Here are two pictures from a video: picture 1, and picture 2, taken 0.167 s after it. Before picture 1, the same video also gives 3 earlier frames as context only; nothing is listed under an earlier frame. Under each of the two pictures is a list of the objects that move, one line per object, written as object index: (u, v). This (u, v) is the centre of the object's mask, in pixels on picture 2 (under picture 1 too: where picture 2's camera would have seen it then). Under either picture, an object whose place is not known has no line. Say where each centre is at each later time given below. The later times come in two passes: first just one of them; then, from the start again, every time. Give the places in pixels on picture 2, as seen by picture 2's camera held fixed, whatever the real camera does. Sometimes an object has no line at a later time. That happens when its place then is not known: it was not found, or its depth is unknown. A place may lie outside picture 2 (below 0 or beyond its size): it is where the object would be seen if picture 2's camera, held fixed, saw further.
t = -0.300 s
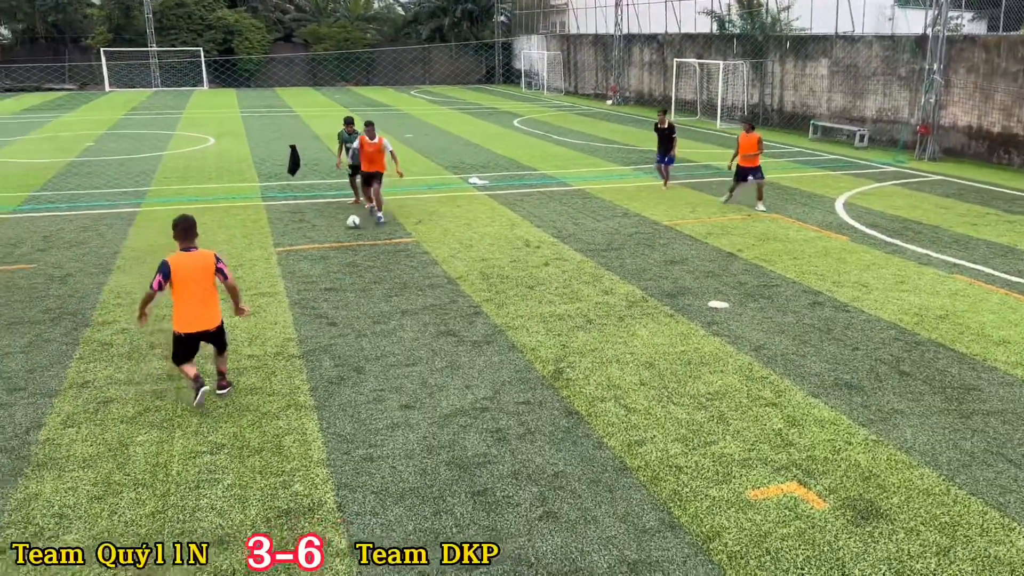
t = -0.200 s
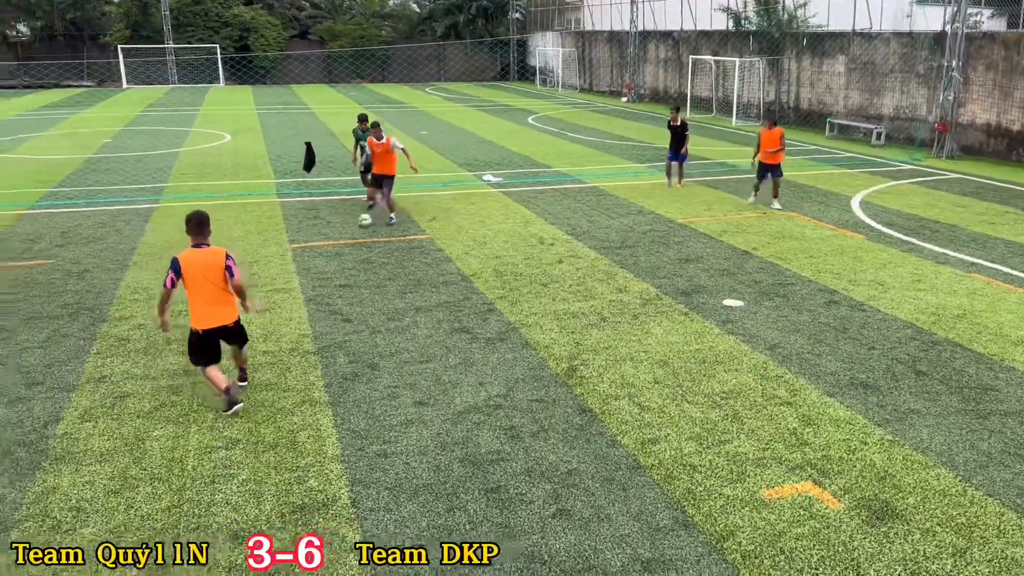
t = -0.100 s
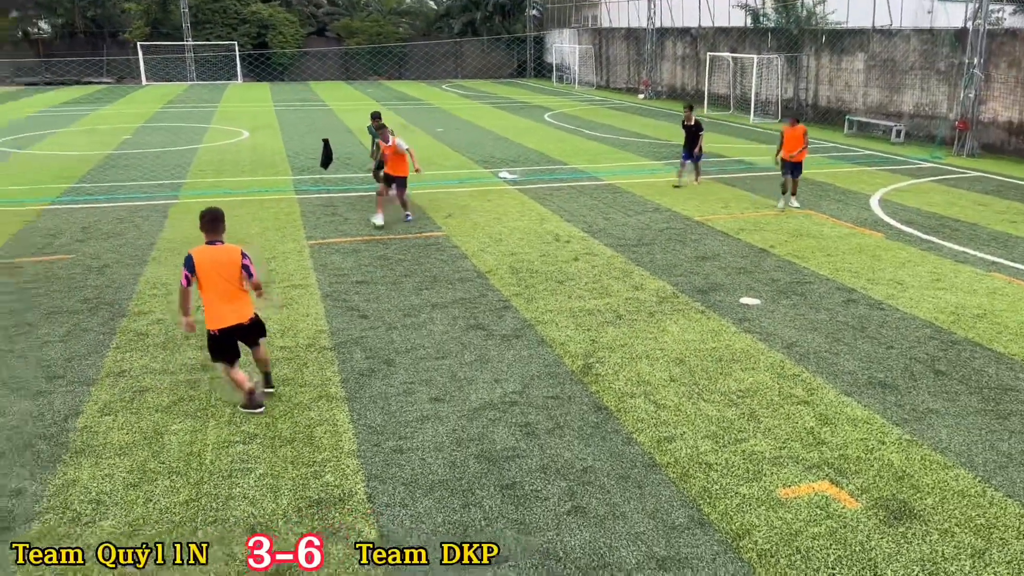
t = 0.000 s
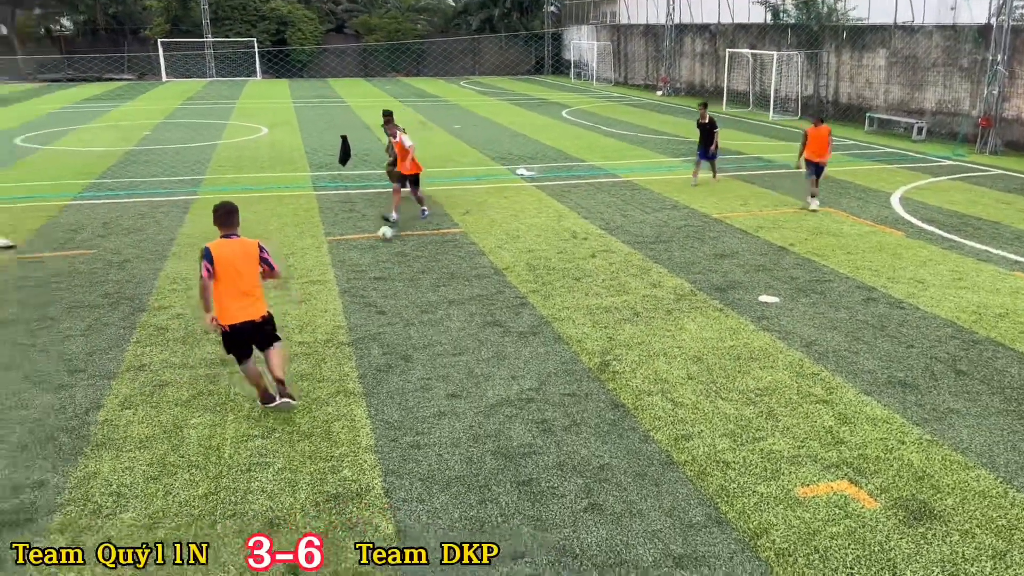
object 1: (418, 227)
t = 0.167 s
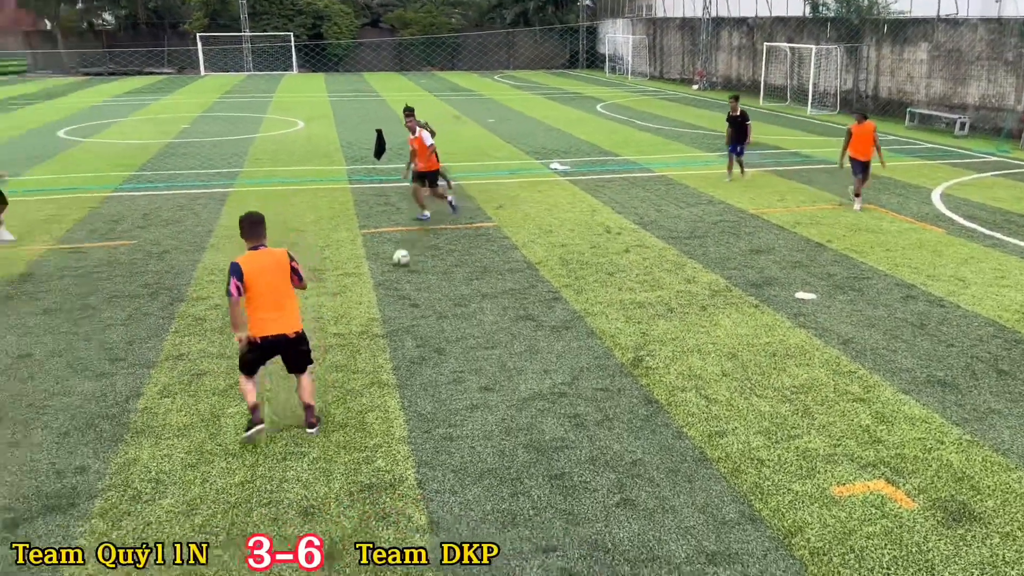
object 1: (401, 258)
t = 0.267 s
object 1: (391, 278)
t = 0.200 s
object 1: (399, 264)
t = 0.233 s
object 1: (394, 269)
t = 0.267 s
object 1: (391, 278)
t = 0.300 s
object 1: (386, 285)
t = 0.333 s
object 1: (382, 292)
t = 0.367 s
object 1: (377, 299)
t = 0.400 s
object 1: (372, 307)
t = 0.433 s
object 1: (369, 315)
